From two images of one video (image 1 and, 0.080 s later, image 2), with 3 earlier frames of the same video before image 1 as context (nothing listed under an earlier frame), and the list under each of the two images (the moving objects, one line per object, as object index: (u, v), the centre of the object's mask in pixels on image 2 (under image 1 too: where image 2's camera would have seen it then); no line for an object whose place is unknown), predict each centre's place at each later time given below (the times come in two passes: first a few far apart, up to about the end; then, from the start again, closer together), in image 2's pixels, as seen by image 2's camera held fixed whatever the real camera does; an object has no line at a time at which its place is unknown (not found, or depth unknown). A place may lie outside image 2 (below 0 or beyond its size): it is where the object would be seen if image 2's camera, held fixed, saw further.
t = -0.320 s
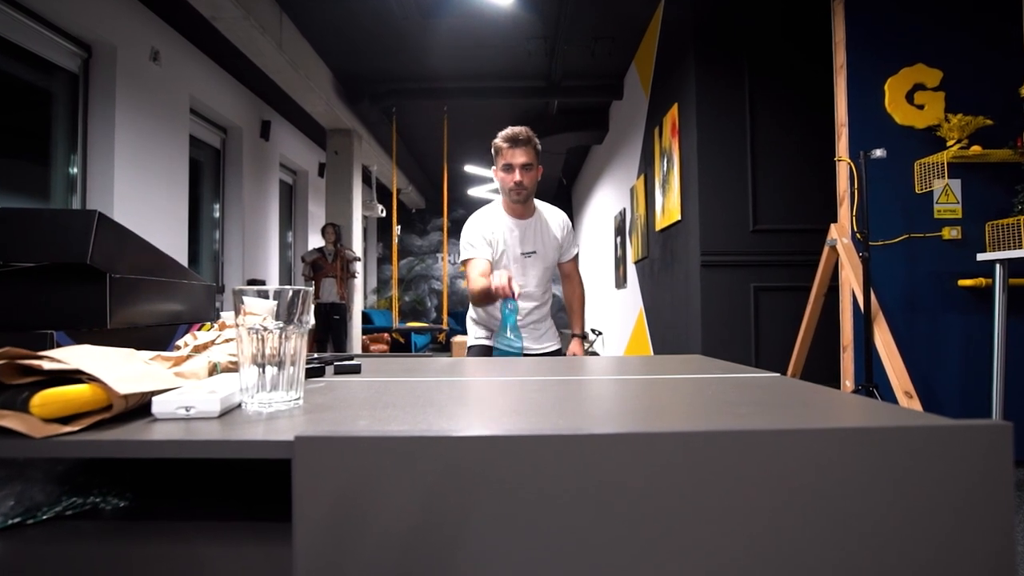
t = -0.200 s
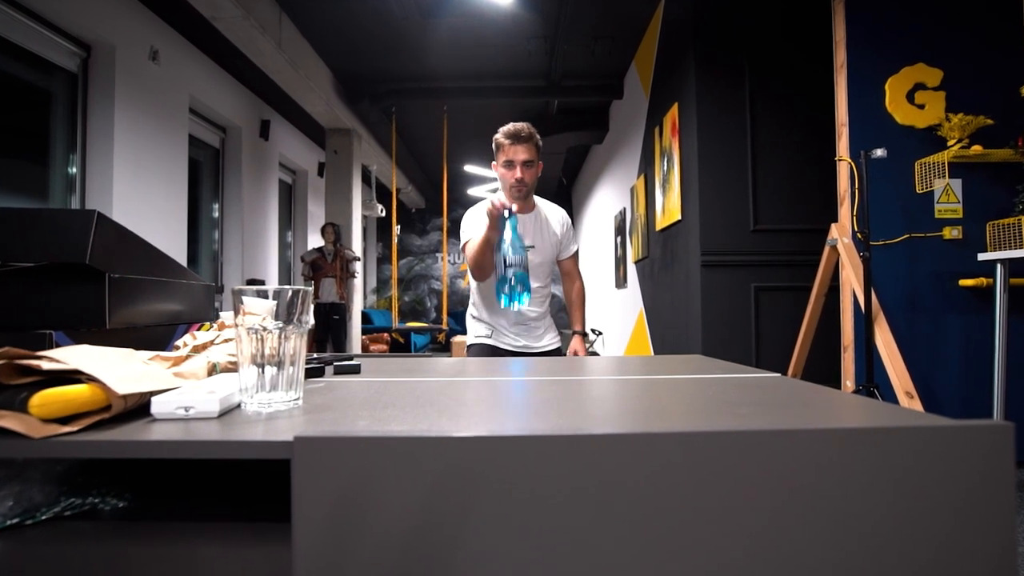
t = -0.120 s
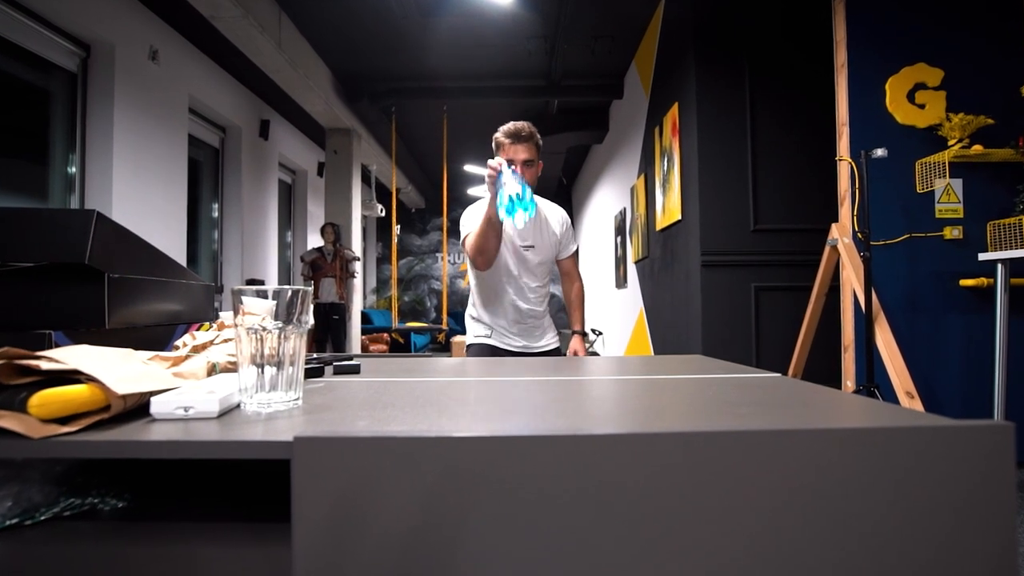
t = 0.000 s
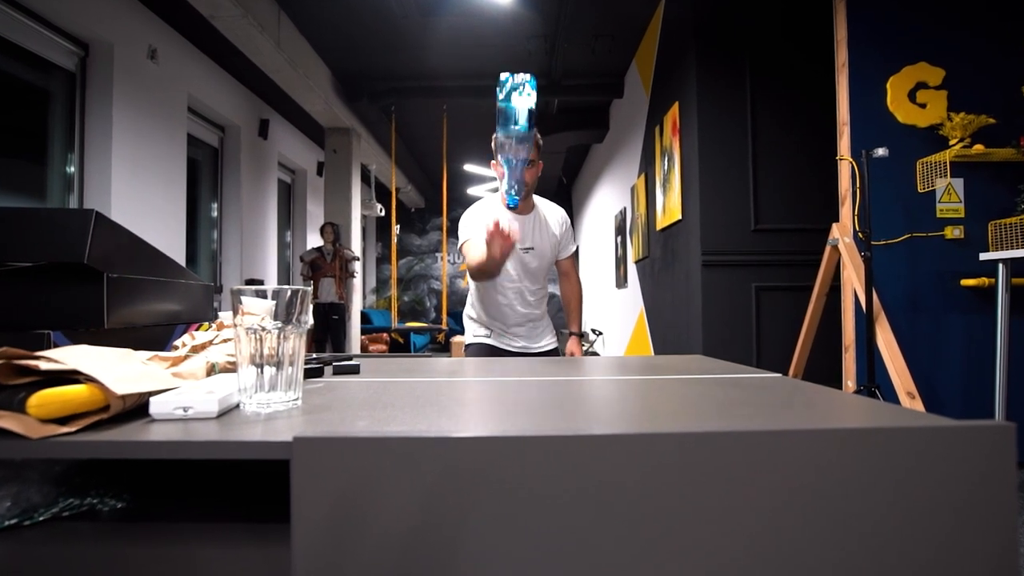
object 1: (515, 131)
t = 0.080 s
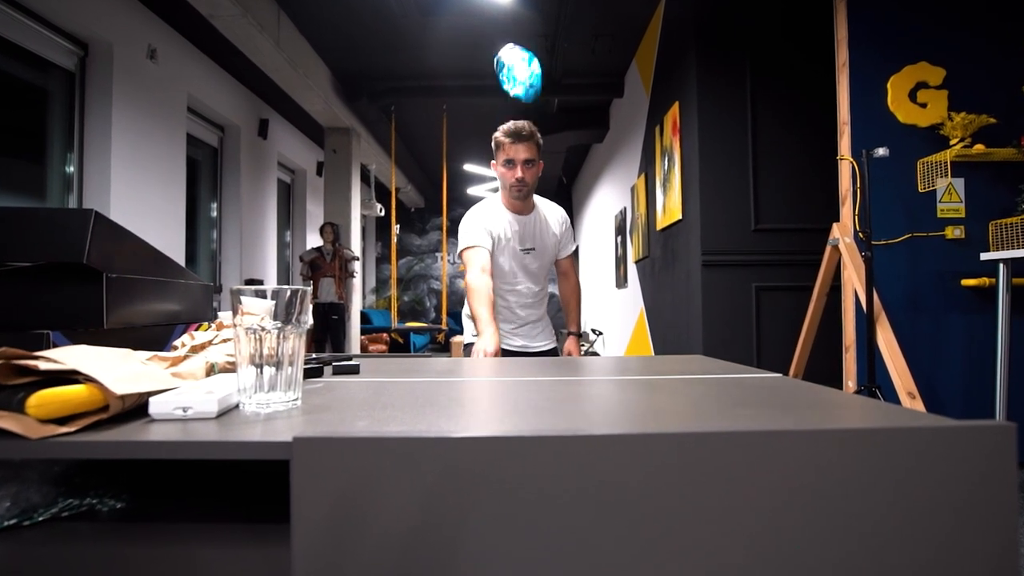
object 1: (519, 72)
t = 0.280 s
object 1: (521, 81)
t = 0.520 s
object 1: (530, 287)
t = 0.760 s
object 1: (528, 289)
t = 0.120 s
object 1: (519, 51)
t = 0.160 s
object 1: (518, 50)
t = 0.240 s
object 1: (519, 67)
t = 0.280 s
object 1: (521, 81)
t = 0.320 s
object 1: (522, 103)
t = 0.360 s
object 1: (523, 140)
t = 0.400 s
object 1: (525, 192)
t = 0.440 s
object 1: (527, 257)
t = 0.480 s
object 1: (530, 289)
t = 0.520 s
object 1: (530, 287)
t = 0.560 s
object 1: (530, 287)
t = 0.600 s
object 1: (530, 286)
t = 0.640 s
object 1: (530, 287)
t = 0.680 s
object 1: (529, 288)
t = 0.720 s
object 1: (528, 289)
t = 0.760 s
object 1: (528, 289)
